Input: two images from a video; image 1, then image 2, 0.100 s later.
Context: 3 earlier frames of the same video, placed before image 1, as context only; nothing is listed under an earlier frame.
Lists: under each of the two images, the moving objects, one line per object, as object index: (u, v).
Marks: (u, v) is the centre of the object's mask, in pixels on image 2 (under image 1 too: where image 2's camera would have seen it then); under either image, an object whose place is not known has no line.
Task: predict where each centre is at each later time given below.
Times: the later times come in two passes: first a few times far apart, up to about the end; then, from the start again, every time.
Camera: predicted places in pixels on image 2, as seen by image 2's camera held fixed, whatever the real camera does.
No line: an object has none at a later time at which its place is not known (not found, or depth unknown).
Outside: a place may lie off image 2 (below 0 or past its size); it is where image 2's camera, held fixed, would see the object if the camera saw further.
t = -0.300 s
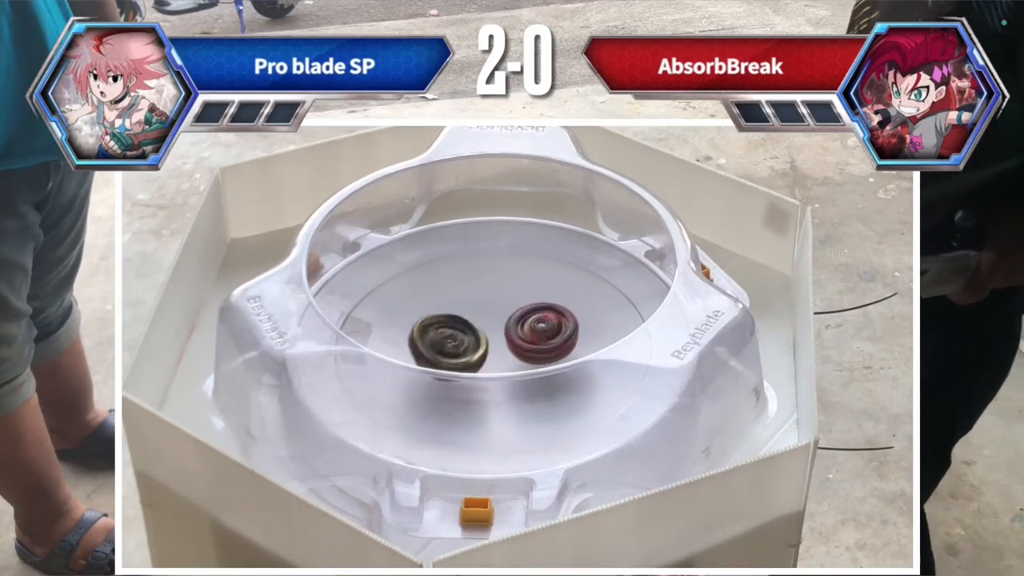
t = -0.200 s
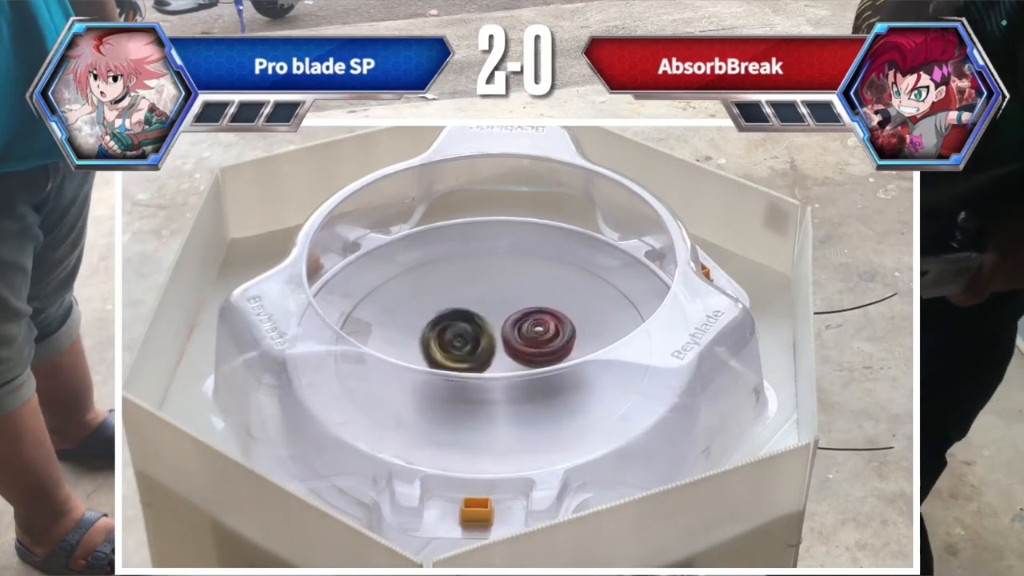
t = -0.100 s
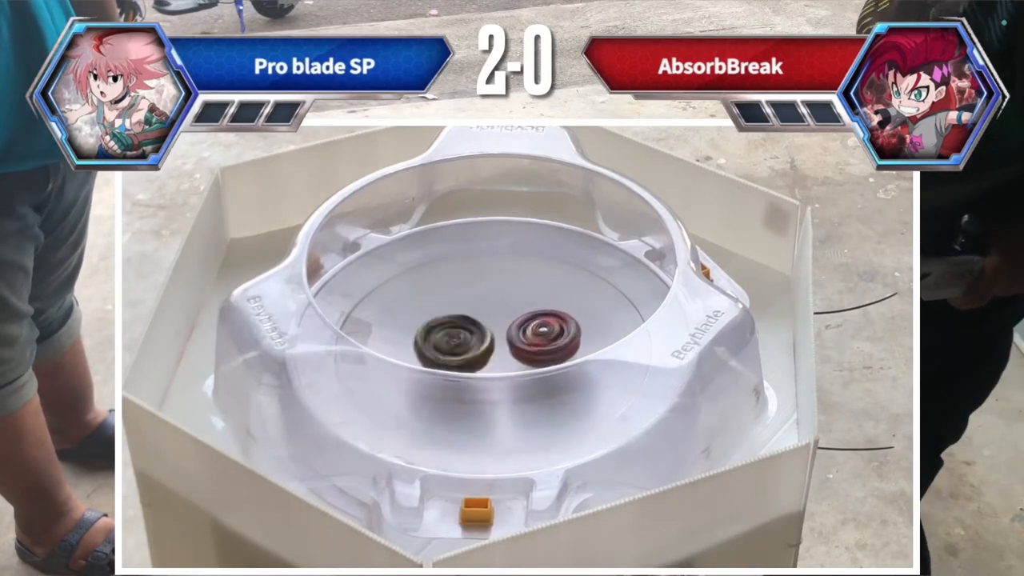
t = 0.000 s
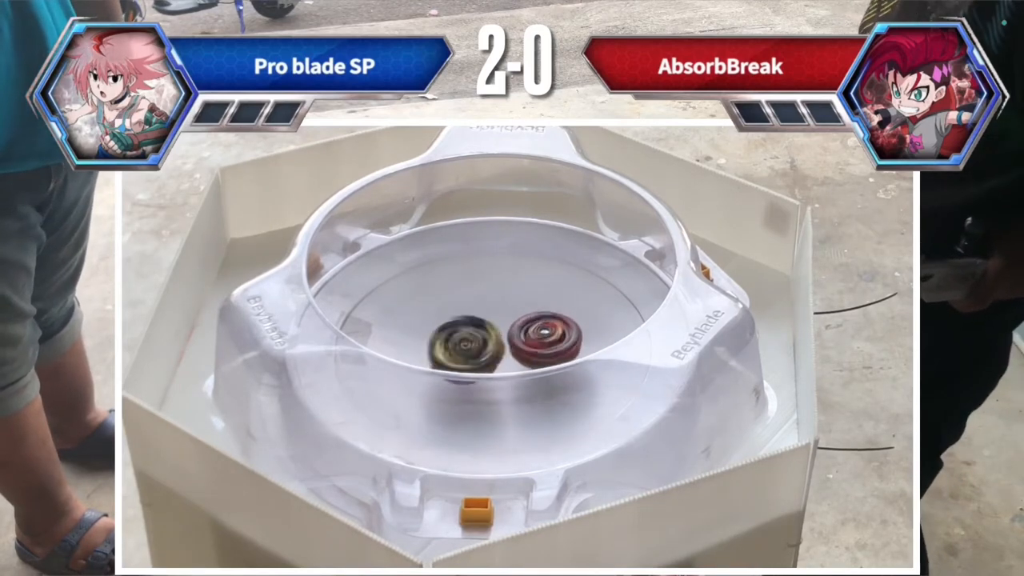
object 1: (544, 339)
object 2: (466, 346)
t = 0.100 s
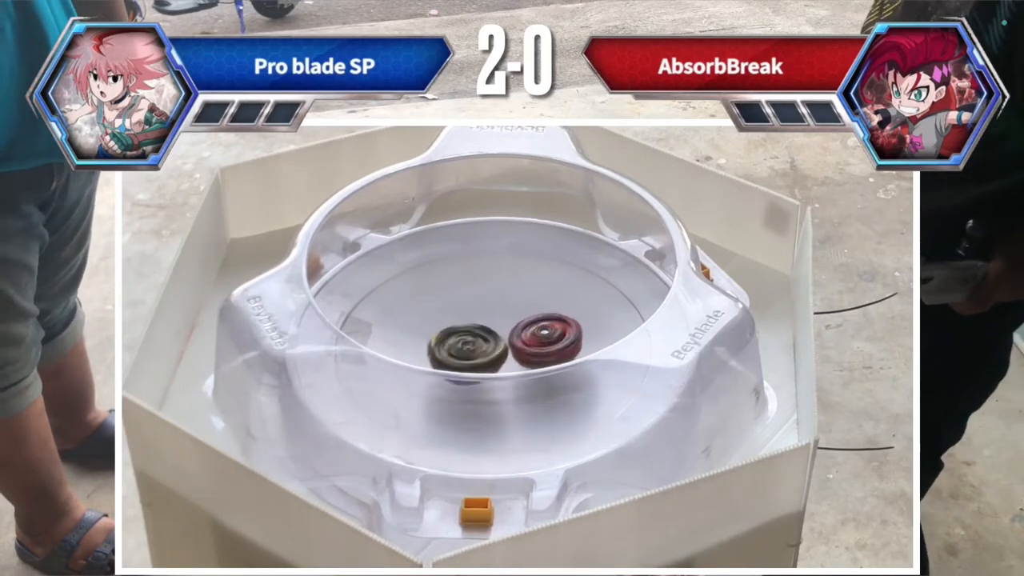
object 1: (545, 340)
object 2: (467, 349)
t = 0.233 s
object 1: (545, 340)
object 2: (468, 353)
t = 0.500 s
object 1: (548, 336)
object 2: (457, 366)
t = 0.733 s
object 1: (529, 336)
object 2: (462, 359)
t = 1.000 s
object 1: (515, 322)
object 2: (455, 350)
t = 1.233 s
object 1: (515, 318)
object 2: (435, 361)
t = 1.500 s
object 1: (502, 320)
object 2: (452, 357)
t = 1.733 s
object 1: (493, 320)
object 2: (453, 366)
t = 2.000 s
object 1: (483, 319)
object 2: (454, 371)
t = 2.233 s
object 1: (474, 320)
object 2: (472, 371)
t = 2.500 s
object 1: (478, 325)
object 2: (481, 383)
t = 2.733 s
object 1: (489, 331)
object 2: (479, 383)
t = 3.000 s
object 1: (494, 326)
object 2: (486, 373)
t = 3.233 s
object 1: (495, 321)
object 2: (491, 373)
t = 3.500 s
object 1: (491, 315)
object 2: (494, 373)
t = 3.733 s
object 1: (488, 313)
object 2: (497, 369)
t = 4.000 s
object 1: (487, 319)
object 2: (493, 371)
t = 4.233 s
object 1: (485, 316)
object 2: (498, 367)
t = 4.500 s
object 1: (489, 315)
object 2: (498, 365)
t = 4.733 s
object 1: (489, 318)
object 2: (492, 367)
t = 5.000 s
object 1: (493, 304)
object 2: (490, 371)
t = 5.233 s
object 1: (499, 302)
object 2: (498, 359)
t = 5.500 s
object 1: (488, 316)
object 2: (516, 371)
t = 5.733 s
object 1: (469, 331)
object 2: (506, 382)
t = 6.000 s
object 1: (447, 337)
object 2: (505, 371)
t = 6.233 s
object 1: (449, 342)
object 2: (511, 371)
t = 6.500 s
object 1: (458, 335)
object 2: (512, 370)
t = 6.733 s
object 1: (469, 327)
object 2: (526, 369)
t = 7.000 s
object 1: (477, 326)
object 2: (520, 365)
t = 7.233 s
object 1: (472, 335)
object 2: (522, 370)
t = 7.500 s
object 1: (463, 342)
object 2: (522, 370)
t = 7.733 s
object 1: (464, 344)
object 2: (520, 371)
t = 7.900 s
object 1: (464, 344)
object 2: (521, 370)
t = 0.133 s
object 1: (547, 340)
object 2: (468, 351)
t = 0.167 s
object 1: (546, 340)
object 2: (468, 351)
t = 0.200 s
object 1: (547, 340)
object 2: (468, 352)
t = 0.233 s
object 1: (545, 340)
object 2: (468, 353)
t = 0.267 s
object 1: (545, 340)
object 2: (468, 354)
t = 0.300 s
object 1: (544, 340)
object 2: (469, 354)
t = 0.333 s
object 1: (543, 340)
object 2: (470, 354)
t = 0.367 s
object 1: (542, 340)
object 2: (471, 362)
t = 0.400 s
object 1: (547, 339)
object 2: (465, 364)
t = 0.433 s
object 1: (549, 337)
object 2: (462, 365)
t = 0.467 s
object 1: (548, 336)
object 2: (460, 366)
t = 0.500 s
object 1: (548, 336)
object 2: (457, 366)
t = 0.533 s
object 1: (547, 336)
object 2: (458, 366)
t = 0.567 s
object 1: (546, 335)
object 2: (457, 365)
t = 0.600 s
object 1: (543, 336)
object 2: (456, 364)
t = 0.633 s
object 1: (541, 335)
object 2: (457, 364)
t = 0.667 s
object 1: (537, 335)
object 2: (457, 363)
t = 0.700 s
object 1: (533, 335)
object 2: (459, 361)
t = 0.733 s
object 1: (529, 336)
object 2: (462, 359)
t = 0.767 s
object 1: (528, 333)
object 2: (458, 359)
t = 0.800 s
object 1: (525, 332)
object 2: (457, 352)
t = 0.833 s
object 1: (524, 330)
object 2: (458, 352)
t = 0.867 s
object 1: (522, 328)
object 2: (457, 352)
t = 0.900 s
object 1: (519, 327)
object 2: (457, 351)
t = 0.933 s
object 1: (518, 324)
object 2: (456, 350)
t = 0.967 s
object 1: (516, 324)
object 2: (455, 351)
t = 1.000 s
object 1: (515, 322)
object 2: (455, 350)
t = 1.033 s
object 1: (512, 322)
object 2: (454, 350)
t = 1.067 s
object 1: (514, 319)
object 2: (447, 351)
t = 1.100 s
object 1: (514, 317)
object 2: (443, 352)
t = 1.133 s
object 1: (513, 317)
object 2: (441, 358)
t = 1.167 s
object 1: (513, 317)
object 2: (439, 360)
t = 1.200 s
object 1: (514, 318)
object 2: (436, 360)
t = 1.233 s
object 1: (515, 318)
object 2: (435, 361)
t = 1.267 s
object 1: (515, 318)
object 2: (436, 360)
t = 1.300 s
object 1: (514, 319)
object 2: (438, 361)
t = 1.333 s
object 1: (514, 319)
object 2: (439, 360)
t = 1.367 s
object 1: (514, 319)
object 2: (440, 359)
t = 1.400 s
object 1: (512, 320)
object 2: (445, 357)
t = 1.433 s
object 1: (509, 320)
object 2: (449, 357)
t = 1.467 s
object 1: (505, 321)
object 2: (451, 357)
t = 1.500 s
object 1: (502, 320)
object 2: (452, 357)
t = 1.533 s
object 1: (500, 319)
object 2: (452, 357)
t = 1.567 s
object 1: (500, 319)
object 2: (453, 357)
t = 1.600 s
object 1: (499, 319)
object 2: (454, 358)
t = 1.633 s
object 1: (497, 319)
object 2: (452, 360)
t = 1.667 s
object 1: (495, 319)
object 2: (454, 362)
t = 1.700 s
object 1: (494, 319)
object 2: (454, 363)
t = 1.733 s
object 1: (493, 320)
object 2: (453, 366)
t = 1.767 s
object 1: (491, 319)
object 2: (452, 368)
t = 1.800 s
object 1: (488, 319)
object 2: (452, 369)
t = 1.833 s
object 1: (487, 319)
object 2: (450, 371)
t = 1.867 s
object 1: (486, 320)
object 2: (449, 371)
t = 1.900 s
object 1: (486, 320)
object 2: (450, 371)
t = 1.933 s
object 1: (485, 319)
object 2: (451, 371)
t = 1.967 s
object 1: (484, 320)
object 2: (452, 371)
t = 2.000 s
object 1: (483, 319)
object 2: (454, 371)
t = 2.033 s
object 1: (483, 319)
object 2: (457, 371)
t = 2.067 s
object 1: (482, 319)
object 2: (460, 371)
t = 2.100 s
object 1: (480, 318)
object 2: (463, 371)
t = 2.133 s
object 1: (478, 319)
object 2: (466, 371)
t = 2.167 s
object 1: (477, 320)
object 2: (469, 371)
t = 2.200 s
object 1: (476, 320)
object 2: (470, 371)
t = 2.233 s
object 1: (474, 320)
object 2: (472, 371)
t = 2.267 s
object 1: (474, 320)
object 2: (474, 373)
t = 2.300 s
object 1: (472, 320)
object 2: (474, 373)
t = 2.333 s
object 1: (470, 322)
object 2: (474, 382)
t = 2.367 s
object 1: (473, 323)
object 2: (477, 382)
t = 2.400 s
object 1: (477, 324)
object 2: (478, 373)
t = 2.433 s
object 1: (478, 325)
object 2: (481, 382)
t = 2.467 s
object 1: (478, 325)
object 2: (482, 383)
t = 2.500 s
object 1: (478, 325)
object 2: (481, 383)
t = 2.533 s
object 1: (481, 327)
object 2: (481, 382)
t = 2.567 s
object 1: (483, 328)
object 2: (479, 383)
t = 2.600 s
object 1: (483, 330)
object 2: (479, 382)
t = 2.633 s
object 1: (486, 331)
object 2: (481, 382)
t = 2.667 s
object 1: (487, 331)
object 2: (482, 382)
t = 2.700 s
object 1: (488, 331)
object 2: (480, 382)
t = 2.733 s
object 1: (489, 331)
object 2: (479, 383)
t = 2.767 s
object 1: (489, 330)
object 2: (478, 382)
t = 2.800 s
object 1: (491, 330)
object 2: (479, 383)
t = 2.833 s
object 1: (493, 330)
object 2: (484, 382)
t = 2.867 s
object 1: (493, 329)
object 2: (484, 382)
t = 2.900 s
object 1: (493, 328)
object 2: (483, 382)
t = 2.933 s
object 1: (495, 328)
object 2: (486, 382)
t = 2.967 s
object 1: (494, 326)
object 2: (486, 373)
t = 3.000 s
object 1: (494, 326)
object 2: (486, 373)
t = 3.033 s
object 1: (494, 325)
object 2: (489, 373)
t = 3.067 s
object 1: (494, 324)
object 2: (487, 382)
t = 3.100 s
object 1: (492, 325)
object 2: (487, 382)
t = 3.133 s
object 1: (493, 323)
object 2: (489, 373)
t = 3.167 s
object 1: (495, 323)
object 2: (490, 373)
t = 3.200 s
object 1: (495, 322)
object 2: (492, 382)
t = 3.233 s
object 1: (495, 321)
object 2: (491, 373)
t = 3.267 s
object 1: (494, 322)
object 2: (492, 373)
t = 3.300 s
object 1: (493, 322)
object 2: (496, 373)
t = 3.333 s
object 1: (495, 321)
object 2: (496, 373)
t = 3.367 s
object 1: (495, 322)
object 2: (497, 373)
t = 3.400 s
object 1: (494, 321)
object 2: (497, 371)
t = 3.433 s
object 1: (493, 319)
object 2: (497, 373)
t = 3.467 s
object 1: (490, 317)
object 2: (497, 373)
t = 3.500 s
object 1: (491, 315)
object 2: (494, 373)
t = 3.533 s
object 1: (490, 313)
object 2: (495, 373)
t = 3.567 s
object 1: (489, 312)
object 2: (498, 373)
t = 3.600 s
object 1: (487, 313)
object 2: (499, 373)
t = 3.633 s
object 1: (488, 314)
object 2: (502, 372)
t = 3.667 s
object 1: (489, 313)
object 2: (500, 372)
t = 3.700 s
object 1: (489, 313)
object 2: (500, 372)
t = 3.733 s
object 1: (488, 313)
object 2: (497, 369)
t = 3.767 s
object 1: (489, 314)
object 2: (497, 368)
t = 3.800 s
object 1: (490, 314)
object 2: (499, 365)
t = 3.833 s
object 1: (487, 314)
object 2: (501, 367)
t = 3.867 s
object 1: (485, 315)
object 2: (500, 366)
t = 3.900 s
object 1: (486, 315)
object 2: (497, 365)
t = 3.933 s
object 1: (488, 316)
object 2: (498, 368)
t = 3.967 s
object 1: (488, 317)
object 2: (494, 369)
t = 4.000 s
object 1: (487, 319)
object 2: (493, 371)
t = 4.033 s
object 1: (487, 320)
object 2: (493, 371)
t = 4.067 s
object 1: (485, 320)
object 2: (494, 371)
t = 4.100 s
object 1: (486, 319)
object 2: (496, 369)
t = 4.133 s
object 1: (489, 318)
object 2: (497, 368)
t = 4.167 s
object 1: (487, 317)
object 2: (499, 369)
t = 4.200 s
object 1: (486, 315)
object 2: (497, 368)
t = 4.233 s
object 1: (485, 316)
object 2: (498, 367)
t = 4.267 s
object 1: (487, 315)
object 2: (495, 368)
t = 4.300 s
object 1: (487, 316)
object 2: (494, 368)
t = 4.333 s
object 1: (487, 315)
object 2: (492, 366)
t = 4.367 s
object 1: (485, 315)
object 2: (493, 366)
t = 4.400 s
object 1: (484, 314)
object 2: (491, 366)
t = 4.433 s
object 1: (485, 315)
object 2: (493, 367)
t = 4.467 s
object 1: (488, 315)
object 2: (493, 366)
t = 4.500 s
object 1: (489, 315)
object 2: (498, 365)
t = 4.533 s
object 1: (488, 315)
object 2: (498, 365)
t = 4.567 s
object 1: (487, 316)
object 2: (500, 365)
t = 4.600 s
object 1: (487, 316)
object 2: (498, 366)
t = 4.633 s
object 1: (488, 316)
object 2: (497, 366)
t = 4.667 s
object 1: (490, 316)
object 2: (493, 367)
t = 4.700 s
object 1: (489, 316)
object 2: (493, 366)
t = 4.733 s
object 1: (489, 318)
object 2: (492, 367)
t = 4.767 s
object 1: (490, 316)
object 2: (493, 367)
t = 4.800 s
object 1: (490, 316)
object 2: (492, 368)
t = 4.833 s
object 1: (491, 315)
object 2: (490, 367)
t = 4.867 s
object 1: (492, 316)
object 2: (491, 365)
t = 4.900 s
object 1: (492, 315)
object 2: (491, 365)
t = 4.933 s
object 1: (493, 311)
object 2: (493, 368)
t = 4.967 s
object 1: (491, 307)
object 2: (490, 370)
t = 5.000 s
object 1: (493, 304)
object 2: (490, 371)
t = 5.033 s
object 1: (496, 301)
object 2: (487, 372)
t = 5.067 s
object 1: (497, 299)
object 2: (485, 369)
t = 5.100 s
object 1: (496, 298)
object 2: (486, 368)
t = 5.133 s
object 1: (494, 299)
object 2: (488, 366)
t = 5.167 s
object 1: (494, 301)
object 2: (495, 365)
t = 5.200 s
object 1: (496, 301)
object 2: (497, 363)
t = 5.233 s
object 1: (499, 302)
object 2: (498, 359)
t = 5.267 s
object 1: (498, 304)
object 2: (498, 350)
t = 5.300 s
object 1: (497, 303)
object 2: (499, 349)
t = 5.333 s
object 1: (496, 306)
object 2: (504, 360)
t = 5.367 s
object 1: (496, 306)
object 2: (504, 361)
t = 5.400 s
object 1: (494, 310)
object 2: (508, 361)
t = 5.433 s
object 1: (492, 310)
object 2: (511, 364)
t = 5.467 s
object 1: (490, 312)
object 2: (513, 368)
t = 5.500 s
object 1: (488, 316)
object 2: (516, 371)
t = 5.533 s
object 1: (487, 318)
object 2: (518, 371)
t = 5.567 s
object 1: (484, 319)
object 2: (520, 380)
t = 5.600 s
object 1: (480, 321)
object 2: (518, 381)
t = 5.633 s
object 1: (476, 324)
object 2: (516, 381)
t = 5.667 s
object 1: (475, 328)
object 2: (511, 382)
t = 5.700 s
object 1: (473, 330)
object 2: (509, 382)
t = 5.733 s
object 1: (469, 331)
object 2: (506, 382)
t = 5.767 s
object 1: (465, 333)
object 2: (502, 382)
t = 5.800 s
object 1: (461, 335)
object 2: (505, 382)
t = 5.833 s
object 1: (457, 336)
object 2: (506, 382)
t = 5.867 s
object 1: (453, 336)
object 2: (505, 372)
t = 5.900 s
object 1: (450, 336)
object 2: (502, 372)
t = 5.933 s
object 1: (450, 337)
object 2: (502, 370)
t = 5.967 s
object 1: (449, 337)
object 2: (502, 370)
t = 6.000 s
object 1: (447, 337)
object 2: (505, 371)
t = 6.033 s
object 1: (448, 338)
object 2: (507, 372)
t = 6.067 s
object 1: (449, 339)
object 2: (508, 382)
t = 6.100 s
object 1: (450, 340)
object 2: (509, 382)
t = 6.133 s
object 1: (450, 340)
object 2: (510, 372)
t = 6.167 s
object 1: (449, 341)
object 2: (511, 372)
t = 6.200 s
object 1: (449, 341)
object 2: (510, 372)
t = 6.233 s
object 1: (449, 342)
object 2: (511, 371)
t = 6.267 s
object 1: (449, 341)
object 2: (510, 372)
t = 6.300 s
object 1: (449, 341)
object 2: (510, 372)
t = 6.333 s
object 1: (450, 340)
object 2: (512, 371)
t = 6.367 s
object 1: (451, 339)
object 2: (514, 370)
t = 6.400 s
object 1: (454, 338)
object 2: (515, 371)
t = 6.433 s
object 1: (456, 336)
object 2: (513, 371)
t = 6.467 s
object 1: (457, 334)
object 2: (511, 370)
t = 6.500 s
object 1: (458, 335)
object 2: (512, 370)
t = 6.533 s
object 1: (459, 334)
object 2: (513, 368)
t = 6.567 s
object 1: (461, 334)
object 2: (515, 368)
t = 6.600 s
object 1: (466, 334)
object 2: (516, 369)
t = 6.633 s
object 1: (469, 331)
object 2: (519, 371)
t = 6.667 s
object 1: (469, 330)
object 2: (522, 371)
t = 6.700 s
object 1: (469, 329)
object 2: (524, 370)
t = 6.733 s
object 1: (469, 327)
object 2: (526, 369)
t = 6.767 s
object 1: (469, 326)
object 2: (526, 369)
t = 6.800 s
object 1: (471, 326)
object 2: (525, 369)
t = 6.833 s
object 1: (473, 324)
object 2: (525, 368)
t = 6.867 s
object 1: (474, 323)
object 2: (523, 367)
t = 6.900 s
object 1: (475, 323)
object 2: (521, 365)
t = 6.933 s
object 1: (476, 324)
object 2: (521, 365)
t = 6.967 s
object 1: (477, 325)
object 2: (520, 365)
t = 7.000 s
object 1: (477, 326)
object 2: (520, 365)
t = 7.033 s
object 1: (479, 327)
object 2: (518, 364)
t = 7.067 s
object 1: (480, 327)
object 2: (520, 368)
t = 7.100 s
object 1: (480, 329)
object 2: (521, 370)
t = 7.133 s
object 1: (479, 331)
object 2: (522, 370)
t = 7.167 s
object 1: (477, 332)
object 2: (522, 370)
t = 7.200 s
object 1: (475, 334)
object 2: (522, 370)
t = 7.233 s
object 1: (472, 335)
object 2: (522, 370)
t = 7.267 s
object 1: (469, 336)
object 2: (522, 370)
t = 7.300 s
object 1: (468, 337)
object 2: (522, 370)
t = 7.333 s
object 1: (467, 338)
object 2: (522, 370)
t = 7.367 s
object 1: (466, 339)
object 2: (522, 370)
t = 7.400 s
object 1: (465, 340)
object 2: (520, 371)
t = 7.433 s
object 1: (464, 340)
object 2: (522, 370)
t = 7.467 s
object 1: (464, 341)
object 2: (522, 370)
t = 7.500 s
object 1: (463, 342)
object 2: (522, 370)
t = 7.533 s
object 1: (463, 342)
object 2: (522, 370)
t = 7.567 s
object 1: (462, 342)
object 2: (522, 370)
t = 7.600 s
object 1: (462, 343)
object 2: (521, 370)
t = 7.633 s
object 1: (462, 343)
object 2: (521, 370)
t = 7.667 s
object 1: (463, 344)
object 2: (521, 370)
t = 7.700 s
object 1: (464, 344)
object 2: (521, 370)
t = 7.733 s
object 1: (464, 344)
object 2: (520, 371)
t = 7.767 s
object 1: (464, 344)
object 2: (521, 371)
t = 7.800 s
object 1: (464, 344)
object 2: (521, 370)
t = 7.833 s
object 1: (464, 344)
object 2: (521, 370)
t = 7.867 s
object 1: (464, 344)
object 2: (521, 370)
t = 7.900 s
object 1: (464, 344)
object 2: (521, 370)
